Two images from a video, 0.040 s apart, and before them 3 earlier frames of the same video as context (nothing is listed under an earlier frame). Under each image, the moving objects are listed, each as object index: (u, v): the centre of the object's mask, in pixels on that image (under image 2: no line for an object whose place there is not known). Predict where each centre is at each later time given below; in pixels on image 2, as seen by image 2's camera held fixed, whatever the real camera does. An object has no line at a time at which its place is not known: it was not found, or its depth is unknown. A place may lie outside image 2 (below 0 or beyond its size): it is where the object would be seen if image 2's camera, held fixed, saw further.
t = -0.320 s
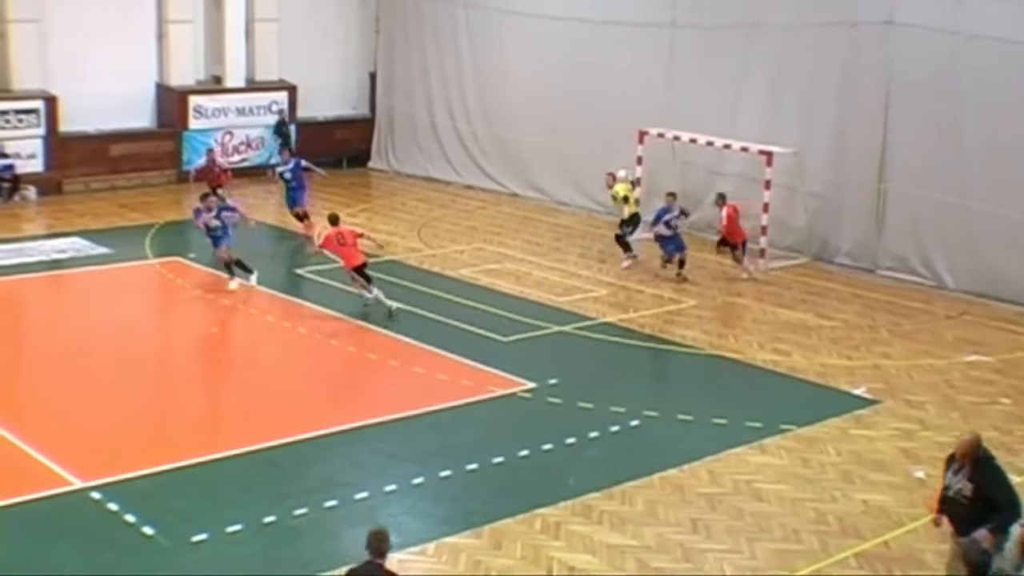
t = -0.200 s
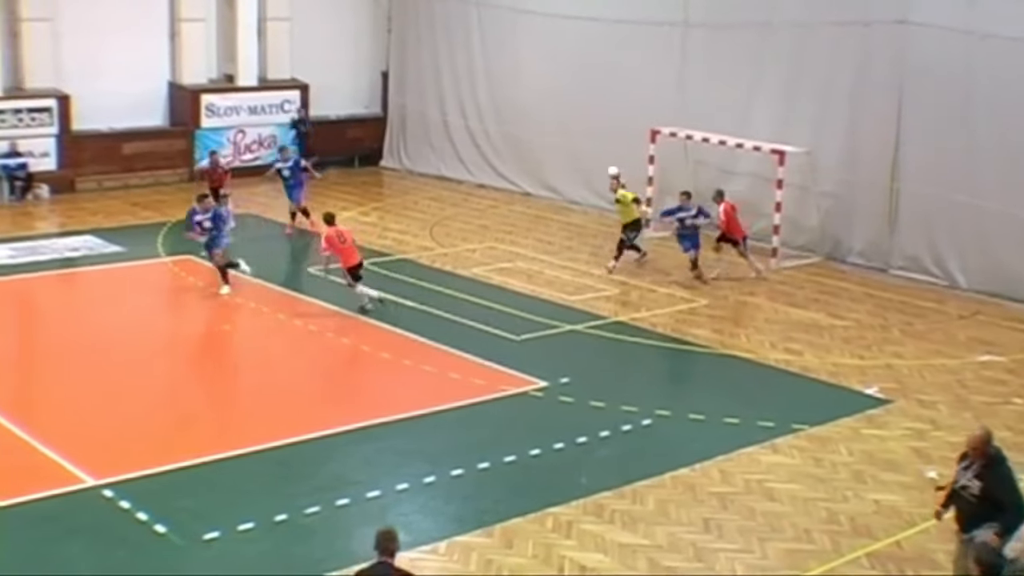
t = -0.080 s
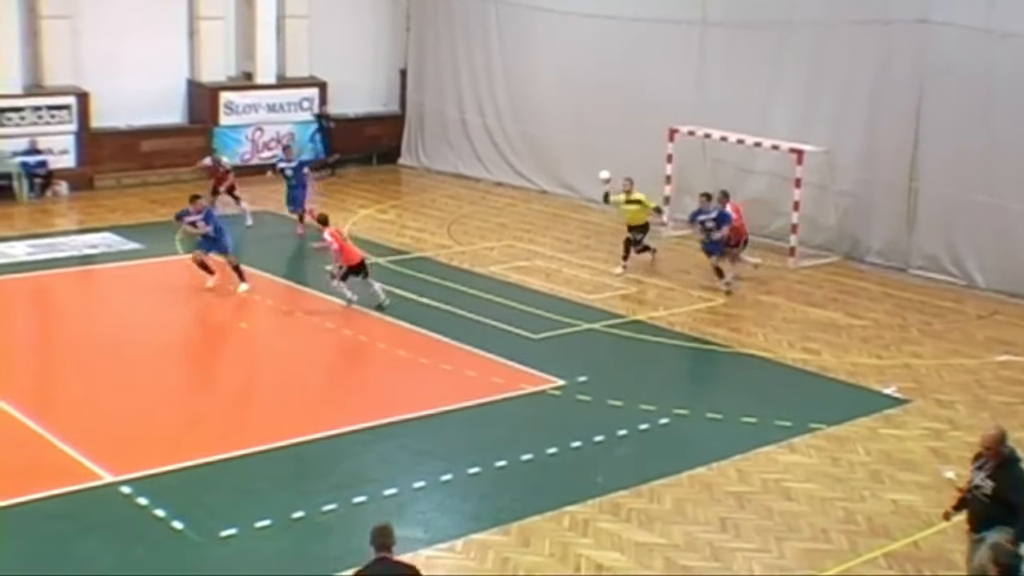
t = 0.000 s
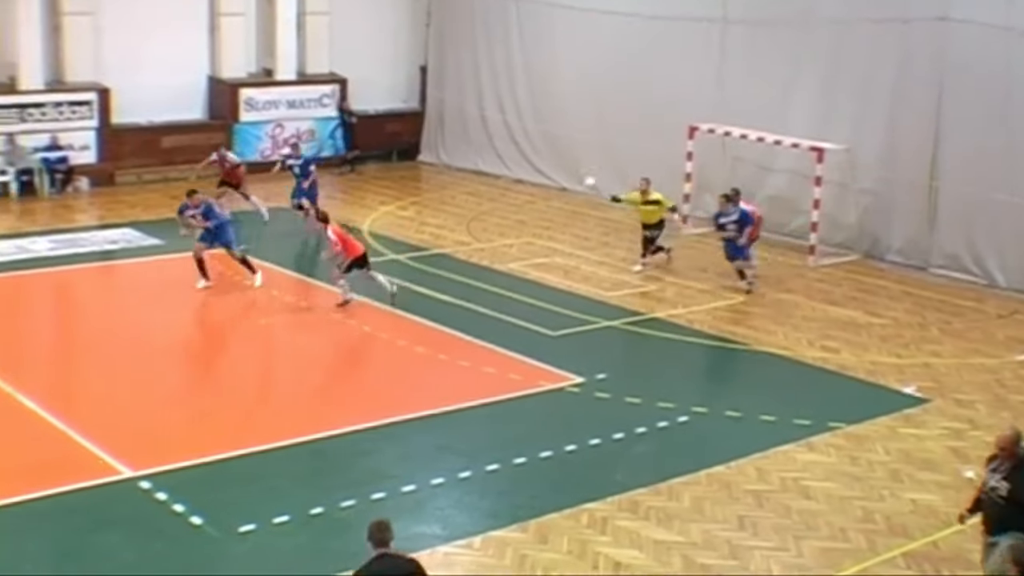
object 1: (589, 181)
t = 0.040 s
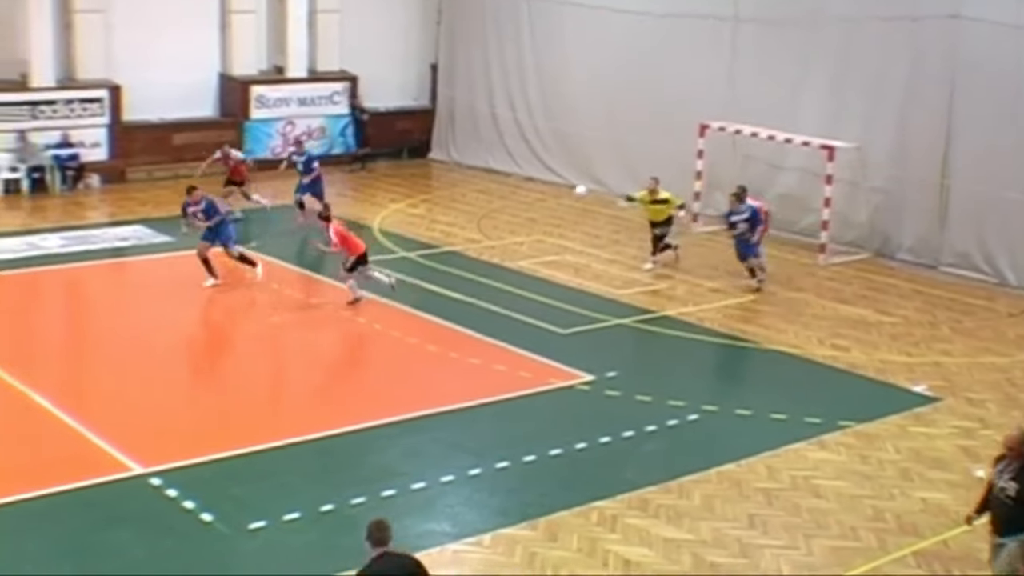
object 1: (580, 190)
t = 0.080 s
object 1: (561, 199)
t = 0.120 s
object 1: (543, 211)
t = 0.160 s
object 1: (523, 223)
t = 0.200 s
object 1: (499, 238)
